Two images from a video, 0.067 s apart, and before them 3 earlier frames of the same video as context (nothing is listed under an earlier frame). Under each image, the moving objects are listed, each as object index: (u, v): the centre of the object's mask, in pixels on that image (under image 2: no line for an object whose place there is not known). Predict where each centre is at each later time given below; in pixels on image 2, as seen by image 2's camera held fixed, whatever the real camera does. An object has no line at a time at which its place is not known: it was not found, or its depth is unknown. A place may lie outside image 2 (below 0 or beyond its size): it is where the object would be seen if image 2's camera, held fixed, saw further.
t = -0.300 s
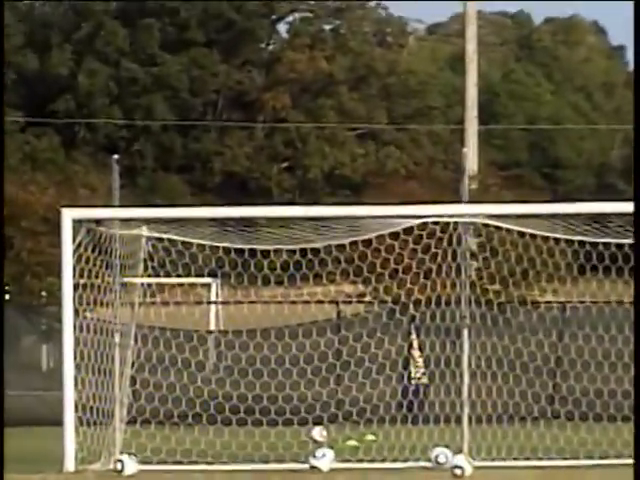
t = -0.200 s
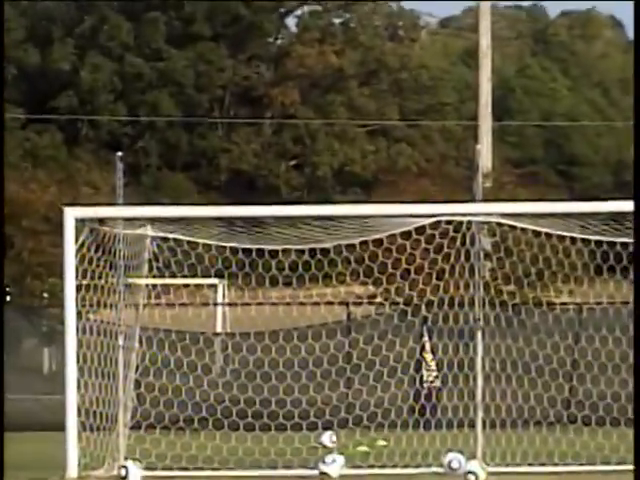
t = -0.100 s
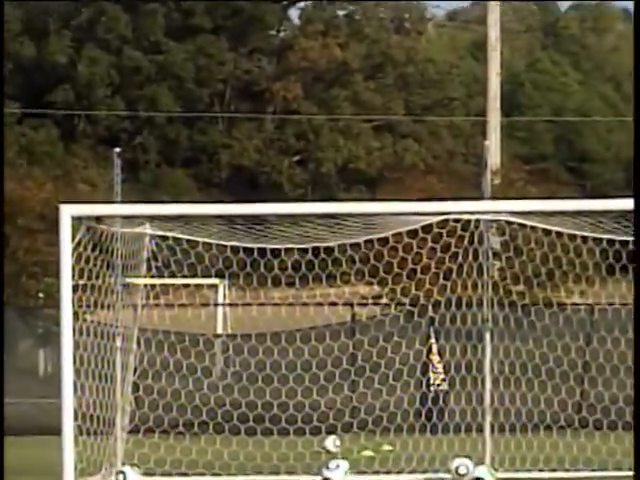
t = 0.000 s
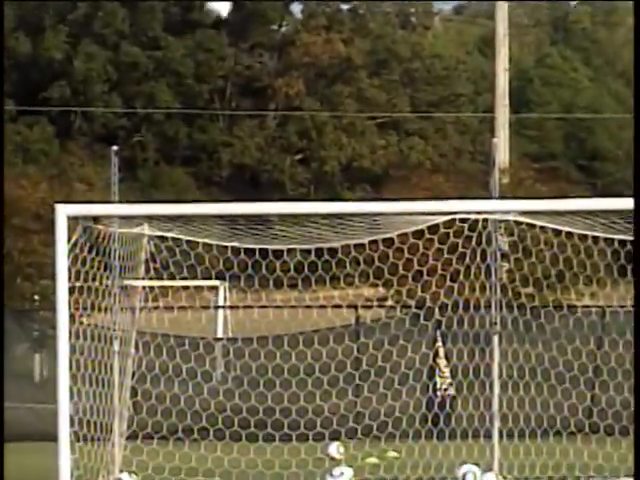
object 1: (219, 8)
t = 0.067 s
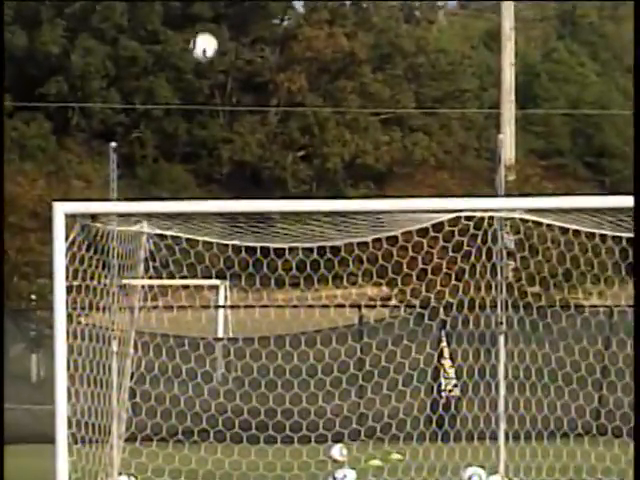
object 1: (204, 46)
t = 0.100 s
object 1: (195, 71)
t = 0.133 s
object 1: (187, 95)
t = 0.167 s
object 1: (178, 121)
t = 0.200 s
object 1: (170, 145)
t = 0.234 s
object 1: (161, 171)
